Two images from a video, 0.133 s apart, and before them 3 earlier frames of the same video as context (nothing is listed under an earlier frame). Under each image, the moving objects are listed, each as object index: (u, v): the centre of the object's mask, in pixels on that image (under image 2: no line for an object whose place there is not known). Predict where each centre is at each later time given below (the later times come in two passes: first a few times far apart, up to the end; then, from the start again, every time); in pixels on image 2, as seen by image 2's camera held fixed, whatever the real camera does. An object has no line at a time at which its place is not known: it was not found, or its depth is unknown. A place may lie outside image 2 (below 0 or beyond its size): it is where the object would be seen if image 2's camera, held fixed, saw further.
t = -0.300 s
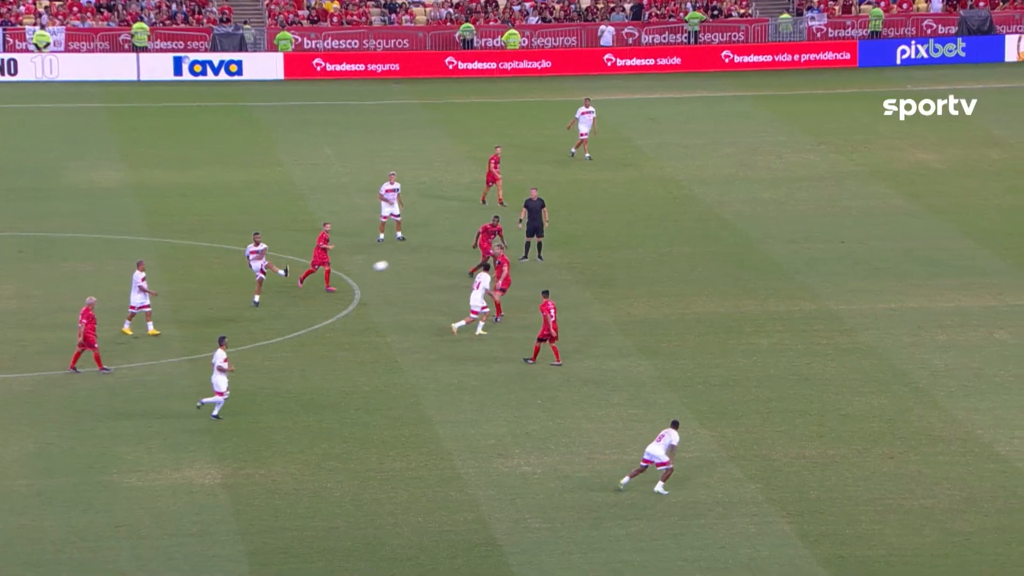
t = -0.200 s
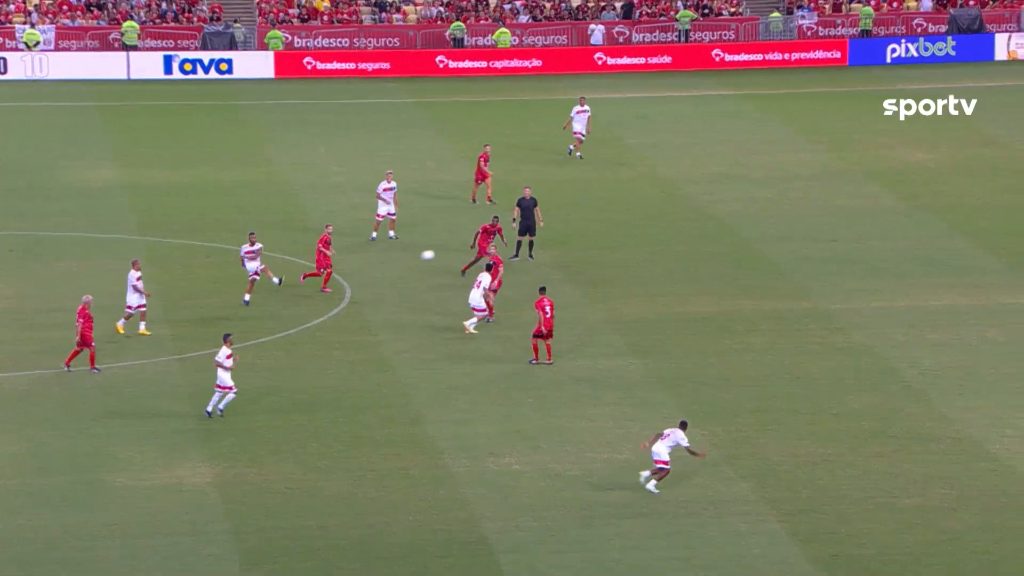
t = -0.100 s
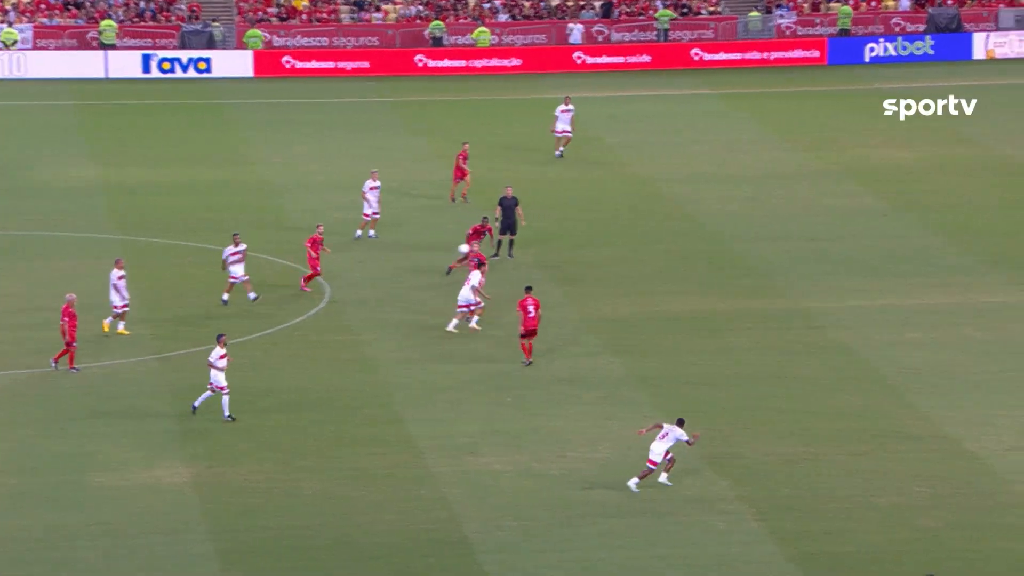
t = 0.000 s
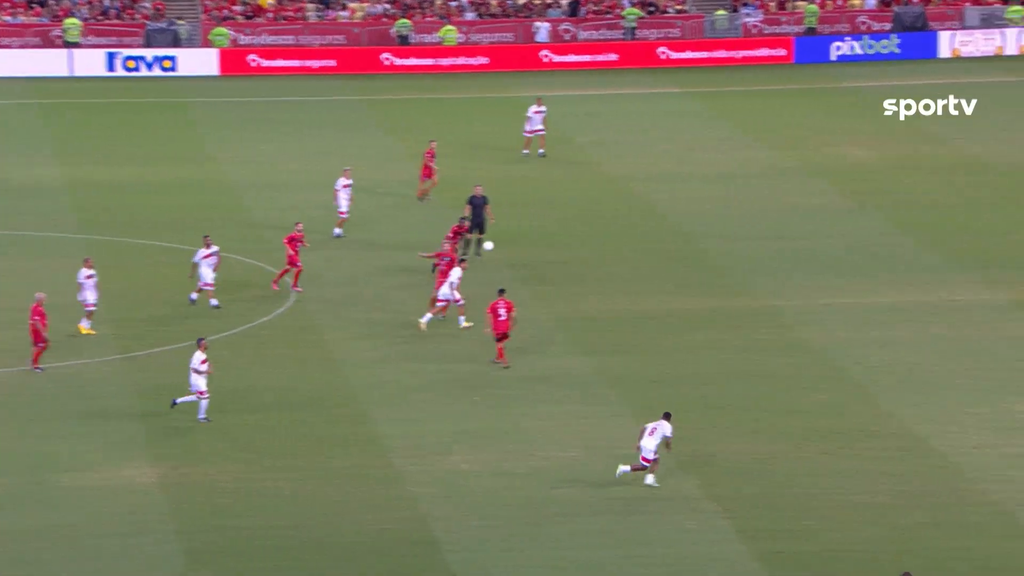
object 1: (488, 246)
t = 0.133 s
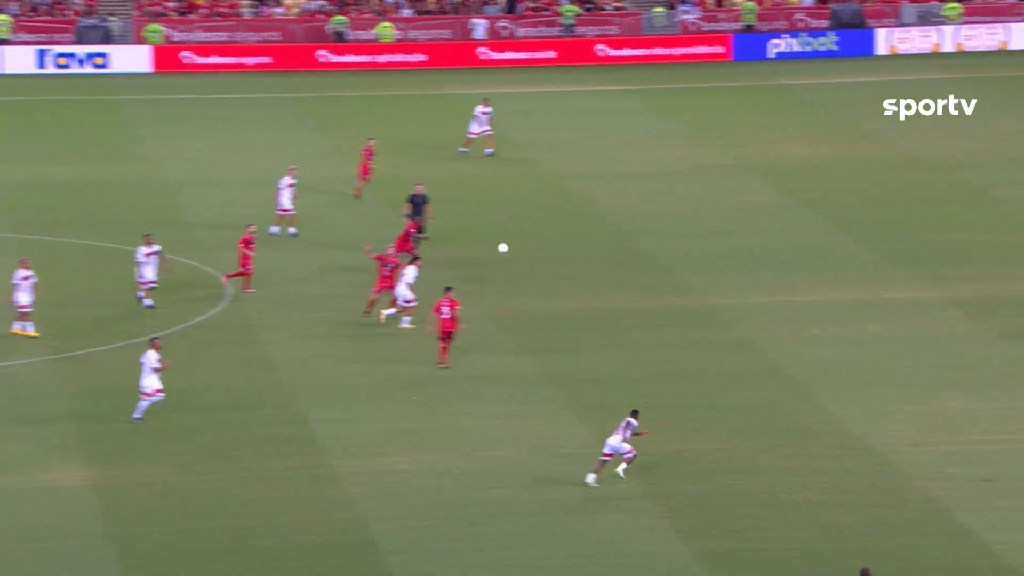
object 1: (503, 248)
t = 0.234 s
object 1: (561, 255)
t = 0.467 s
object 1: (694, 287)
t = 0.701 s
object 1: (830, 342)
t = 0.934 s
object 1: (950, 344)
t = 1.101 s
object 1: (1029, 329)
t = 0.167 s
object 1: (522, 250)
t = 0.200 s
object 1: (541, 253)
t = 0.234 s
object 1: (561, 255)
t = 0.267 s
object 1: (580, 258)
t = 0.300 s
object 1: (599, 262)
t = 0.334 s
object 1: (618, 266)
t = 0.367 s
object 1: (637, 270)
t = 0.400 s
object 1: (656, 275)
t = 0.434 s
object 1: (675, 281)
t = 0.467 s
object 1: (694, 287)
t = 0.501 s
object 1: (714, 293)
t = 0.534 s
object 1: (733, 300)
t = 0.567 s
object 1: (752, 307)
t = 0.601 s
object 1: (771, 315)
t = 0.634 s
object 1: (791, 324)
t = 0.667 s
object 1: (810, 333)
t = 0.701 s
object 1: (830, 342)
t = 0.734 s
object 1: (849, 352)
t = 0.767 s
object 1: (869, 362)
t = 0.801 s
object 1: (887, 366)
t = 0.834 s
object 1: (903, 360)
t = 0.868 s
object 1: (918, 354)
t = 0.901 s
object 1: (934, 349)
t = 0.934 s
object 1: (950, 344)
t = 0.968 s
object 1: (965, 340)
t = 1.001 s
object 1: (981, 336)
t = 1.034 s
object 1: (997, 333)
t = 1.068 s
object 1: (1013, 331)
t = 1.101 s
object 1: (1029, 329)
